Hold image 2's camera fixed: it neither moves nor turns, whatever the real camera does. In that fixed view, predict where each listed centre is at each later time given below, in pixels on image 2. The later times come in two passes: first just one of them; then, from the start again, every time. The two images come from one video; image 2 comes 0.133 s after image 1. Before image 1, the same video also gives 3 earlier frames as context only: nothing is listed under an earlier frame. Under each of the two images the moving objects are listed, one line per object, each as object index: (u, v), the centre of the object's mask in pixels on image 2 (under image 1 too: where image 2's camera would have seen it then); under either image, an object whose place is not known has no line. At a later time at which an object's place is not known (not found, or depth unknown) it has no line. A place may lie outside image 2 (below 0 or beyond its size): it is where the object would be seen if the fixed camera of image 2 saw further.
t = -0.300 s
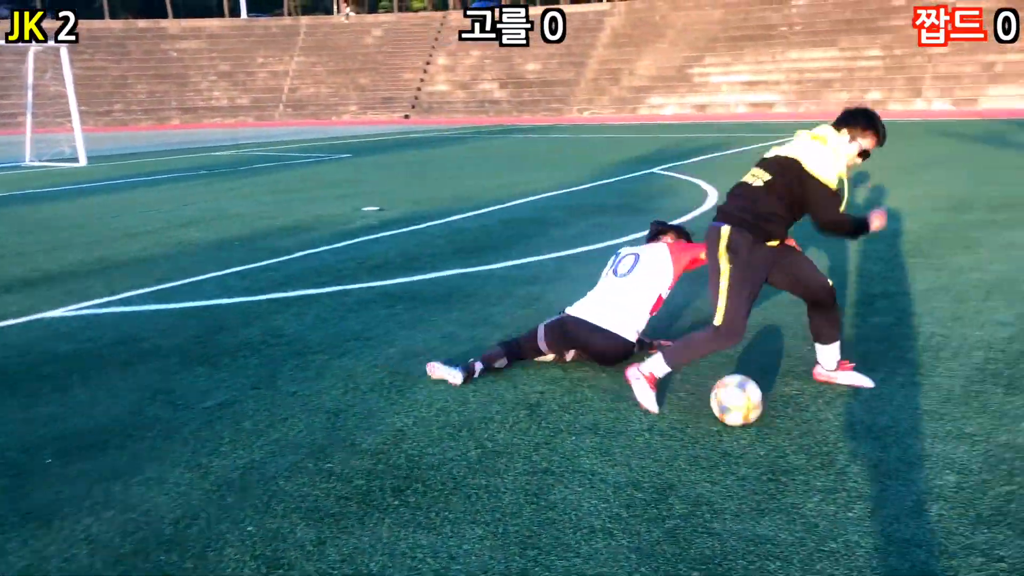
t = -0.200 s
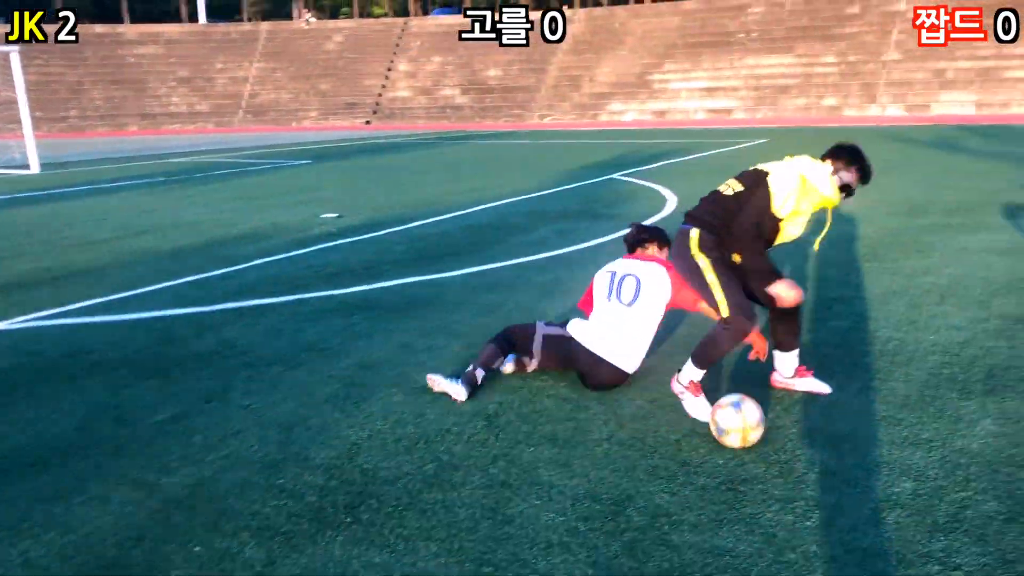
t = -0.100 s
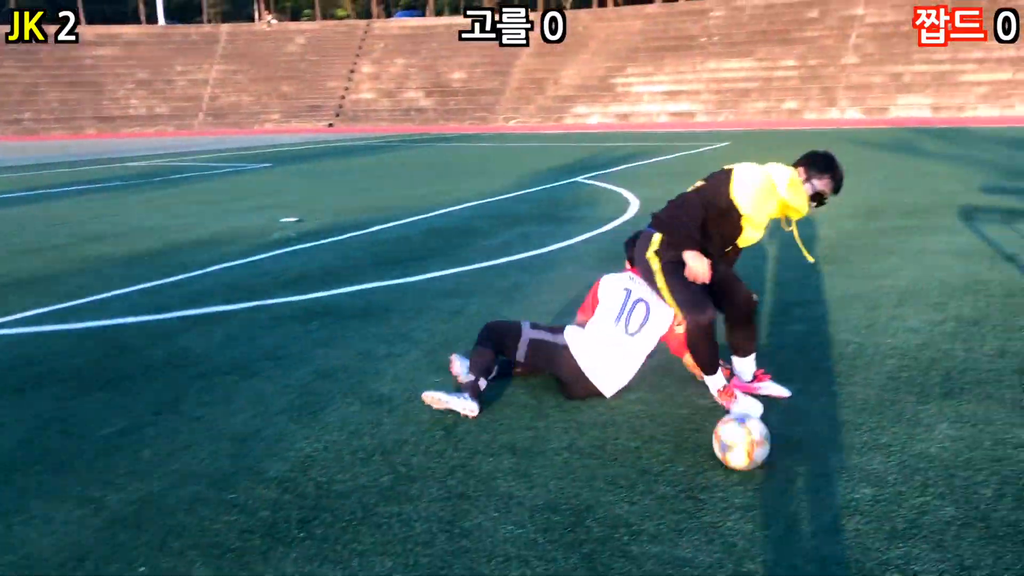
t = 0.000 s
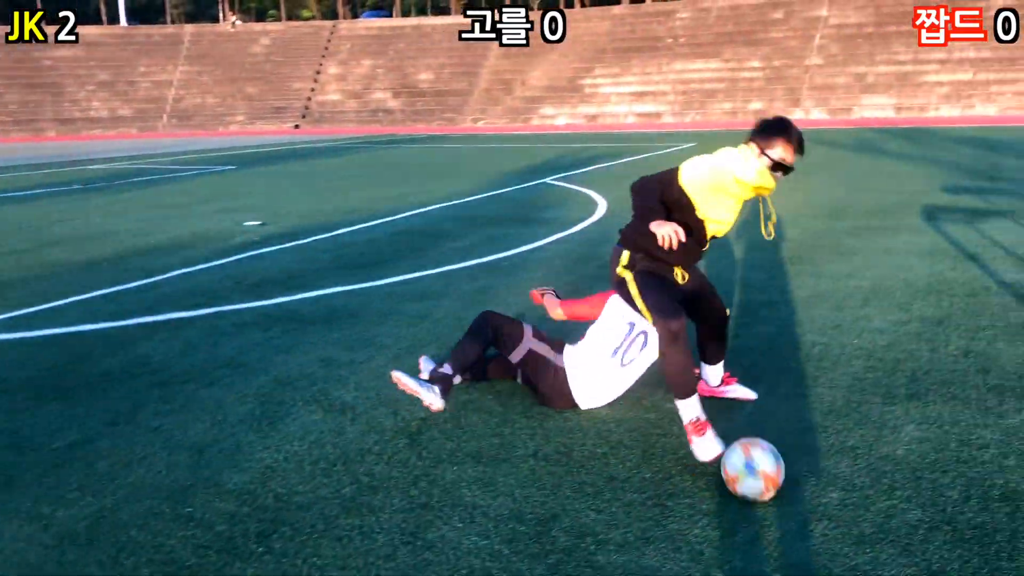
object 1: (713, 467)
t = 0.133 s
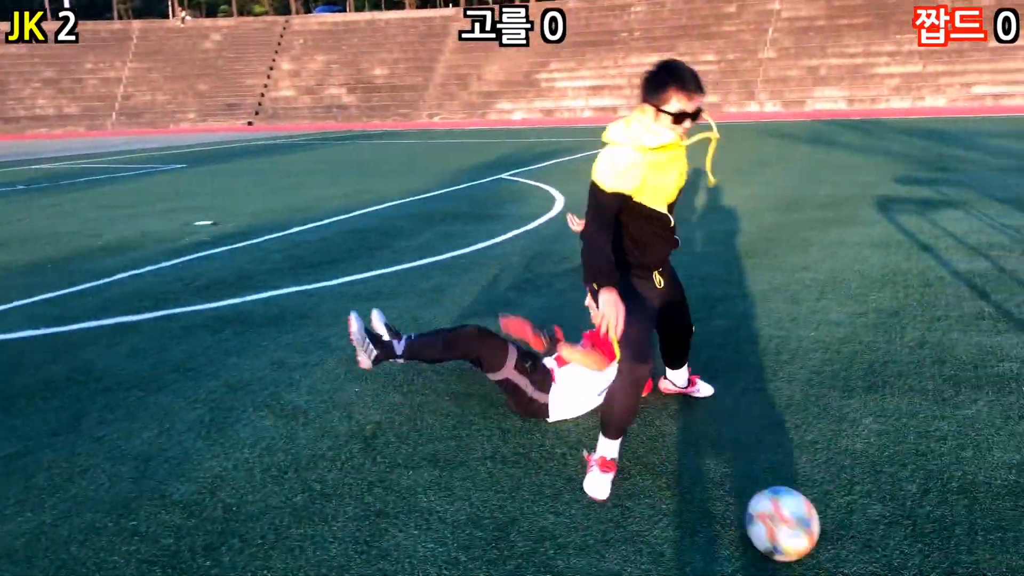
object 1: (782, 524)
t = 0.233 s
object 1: (842, 562)
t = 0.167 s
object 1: (801, 537)
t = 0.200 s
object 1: (821, 551)
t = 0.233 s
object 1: (842, 562)
